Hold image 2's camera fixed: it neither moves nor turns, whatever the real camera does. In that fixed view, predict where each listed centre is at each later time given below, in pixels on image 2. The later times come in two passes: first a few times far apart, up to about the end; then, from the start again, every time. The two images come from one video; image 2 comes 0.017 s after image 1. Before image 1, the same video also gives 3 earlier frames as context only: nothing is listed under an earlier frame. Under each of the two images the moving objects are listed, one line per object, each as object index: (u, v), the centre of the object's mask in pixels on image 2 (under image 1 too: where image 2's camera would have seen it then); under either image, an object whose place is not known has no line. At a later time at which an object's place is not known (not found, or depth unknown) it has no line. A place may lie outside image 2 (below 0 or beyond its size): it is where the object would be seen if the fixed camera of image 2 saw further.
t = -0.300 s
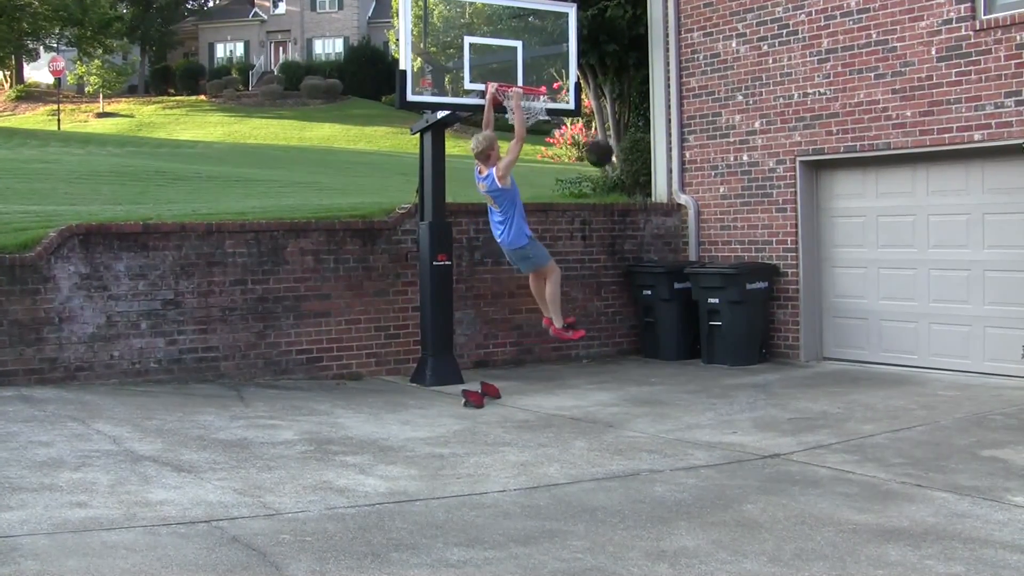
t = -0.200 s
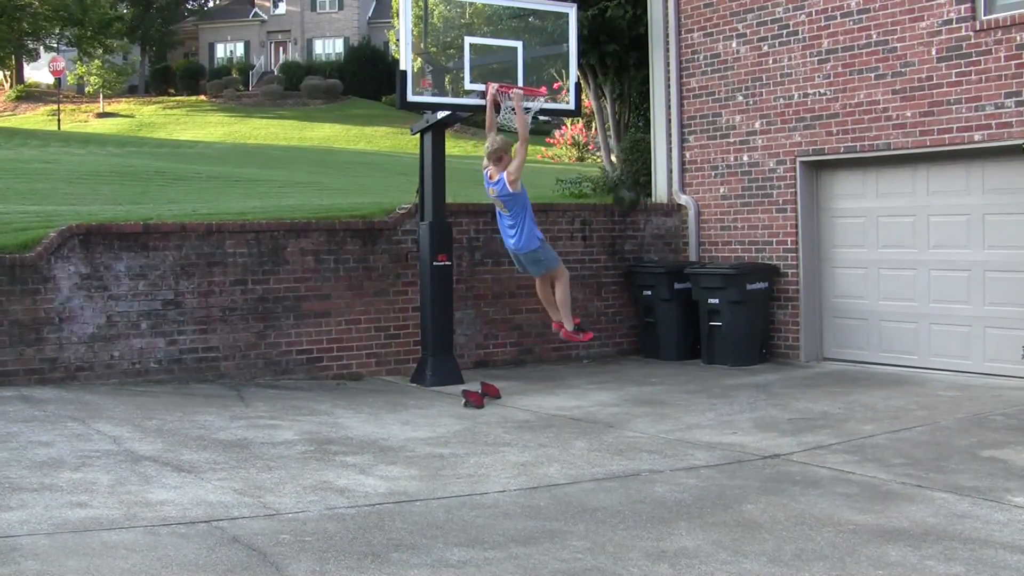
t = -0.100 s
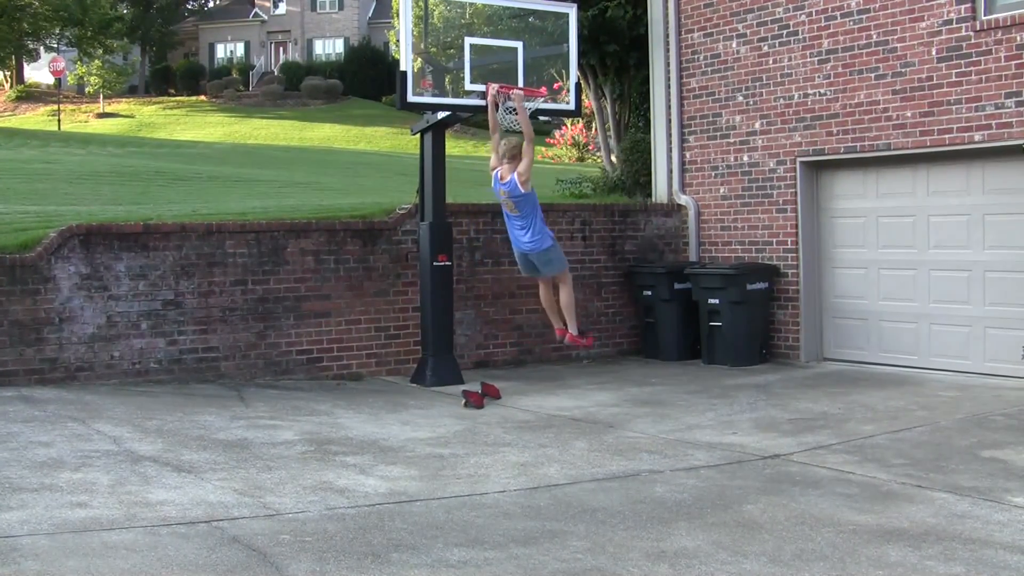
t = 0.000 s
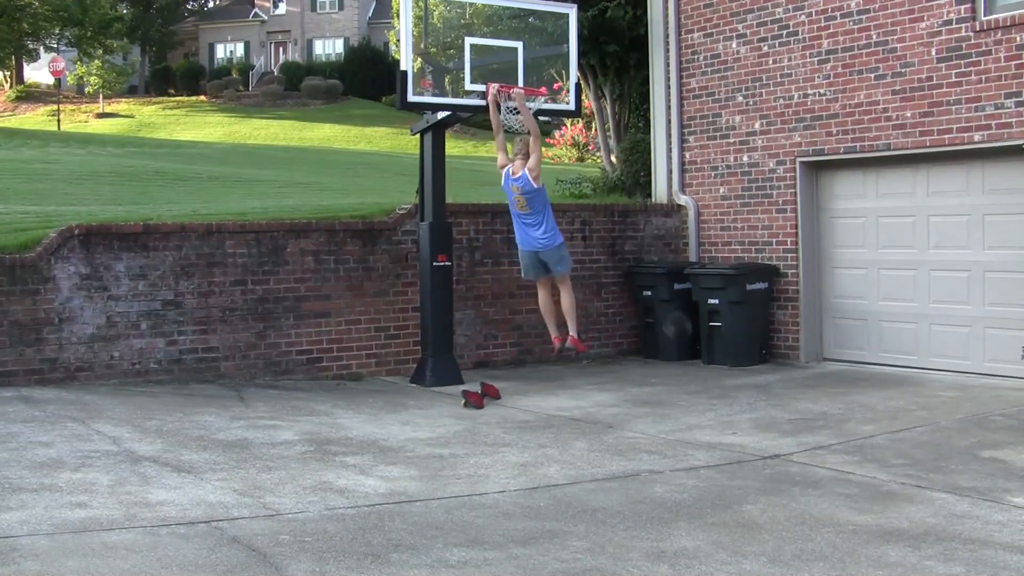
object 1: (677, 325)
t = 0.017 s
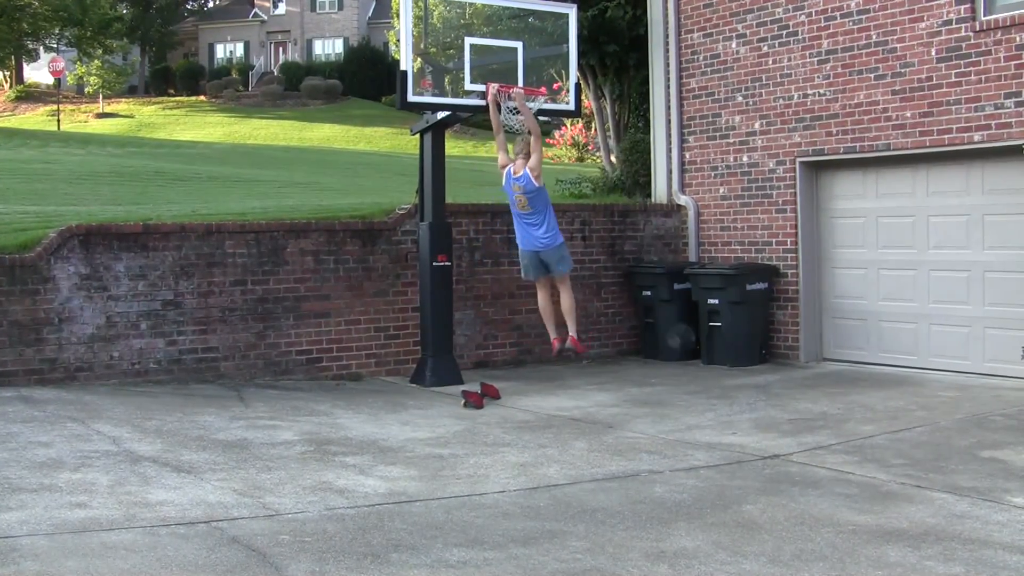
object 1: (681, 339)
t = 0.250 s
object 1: (716, 305)
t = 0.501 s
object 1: (747, 233)
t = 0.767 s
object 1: (781, 235)
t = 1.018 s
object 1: (813, 314)
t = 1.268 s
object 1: (842, 344)
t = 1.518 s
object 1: (868, 282)
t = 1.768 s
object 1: (894, 294)
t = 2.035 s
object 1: (923, 388)
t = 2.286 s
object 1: (944, 321)
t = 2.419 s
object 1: (955, 315)
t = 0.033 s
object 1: (685, 350)
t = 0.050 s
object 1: (689, 364)
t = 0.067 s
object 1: (693, 376)
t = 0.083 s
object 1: (697, 389)
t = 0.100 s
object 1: (699, 384)
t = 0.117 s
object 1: (701, 375)
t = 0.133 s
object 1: (702, 365)
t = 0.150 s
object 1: (703, 355)
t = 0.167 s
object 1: (703, 345)
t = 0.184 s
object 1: (704, 337)
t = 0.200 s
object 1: (708, 327)
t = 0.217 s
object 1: (711, 319)
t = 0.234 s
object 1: (714, 311)
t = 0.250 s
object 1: (716, 305)
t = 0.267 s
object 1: (718, 298)
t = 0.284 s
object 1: (721, 292)
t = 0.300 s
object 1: (723, 285)
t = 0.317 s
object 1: (725, 278)
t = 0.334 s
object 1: (723, 270)
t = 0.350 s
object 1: (730, 263)
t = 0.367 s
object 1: (730, 262)
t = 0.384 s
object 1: (733, 258)
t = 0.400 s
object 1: (735, 254)
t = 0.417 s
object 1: (737, 250)
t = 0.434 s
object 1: (739, 246)
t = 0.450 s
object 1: (741, 242)
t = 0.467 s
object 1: (743, 238)
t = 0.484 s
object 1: (745, 235)
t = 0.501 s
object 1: (747, 233)
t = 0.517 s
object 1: (749, 231)
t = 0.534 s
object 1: (751, 228)
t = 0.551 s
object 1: (754, 227)
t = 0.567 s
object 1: (756, 225)
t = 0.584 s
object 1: (758, 224)
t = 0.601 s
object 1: (760, 224)
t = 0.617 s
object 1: (762, 224)
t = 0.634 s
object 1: (764, 224)
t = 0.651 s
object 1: (766, 224)
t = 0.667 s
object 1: (768, 224)
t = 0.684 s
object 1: (770, 225)
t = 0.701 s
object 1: (772, 227)
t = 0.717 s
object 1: (774, 228)
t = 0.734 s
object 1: (776, 230)
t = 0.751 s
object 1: (779, 232)
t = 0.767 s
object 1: (781, 235)
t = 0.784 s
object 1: (783, 238)
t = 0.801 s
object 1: (785, 241)
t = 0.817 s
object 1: (787, 245)
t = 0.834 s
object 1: (789, 249)
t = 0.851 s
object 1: (791, 253)
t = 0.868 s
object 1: (793, 257)
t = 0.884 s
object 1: (795, 262)
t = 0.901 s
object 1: (798, 268)
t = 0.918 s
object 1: (800, 273)
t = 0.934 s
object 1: (802, 280)
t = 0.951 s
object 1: (804, 285)
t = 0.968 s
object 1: (807, 292)
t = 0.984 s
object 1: (809, 299)
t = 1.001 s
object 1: (811, 306)
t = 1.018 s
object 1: (813, 314)
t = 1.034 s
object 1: (815, 322)
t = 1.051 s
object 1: (817, 331)
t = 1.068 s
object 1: (819, 339)
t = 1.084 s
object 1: (821, 348)
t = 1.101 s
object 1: (823, 357)
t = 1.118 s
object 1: (825, 367)
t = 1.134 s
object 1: (827, 377)
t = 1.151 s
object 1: (829, 388)
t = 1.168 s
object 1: (831, 389)
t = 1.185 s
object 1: (833, 381)
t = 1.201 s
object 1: (835, 373)
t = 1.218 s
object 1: (837, 365)
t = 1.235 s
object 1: (838, 358)
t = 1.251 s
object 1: (840, 350)
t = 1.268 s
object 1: (842, 344)
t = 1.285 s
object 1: (844, 338)
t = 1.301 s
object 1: (845, 332)
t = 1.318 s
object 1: (847, 326)
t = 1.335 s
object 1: (849, 320)
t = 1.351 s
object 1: (850, 315)
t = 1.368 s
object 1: (852, 310)
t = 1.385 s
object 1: (854, 306)
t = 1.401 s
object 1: (855, 302)
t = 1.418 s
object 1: (857, 298)
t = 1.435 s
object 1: (859, 295)
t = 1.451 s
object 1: (861, 291)
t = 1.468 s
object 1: (863, 289)
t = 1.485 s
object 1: (864, 286)
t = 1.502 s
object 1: (866, 284)
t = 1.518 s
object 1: (868, 282)
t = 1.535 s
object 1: (870, 280)
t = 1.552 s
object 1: (871, 279)
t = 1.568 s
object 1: (873, 278)
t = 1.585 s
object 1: (875, 278)
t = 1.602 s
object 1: (877, 278)
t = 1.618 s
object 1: (878, 278)
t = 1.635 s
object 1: (880, 278)
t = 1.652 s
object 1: (882, 279)
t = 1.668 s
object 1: (884, 280)
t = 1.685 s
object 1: (886, 282)
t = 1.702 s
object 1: (887, 283)
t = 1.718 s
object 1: (889, 285)
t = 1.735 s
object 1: (891, 288)
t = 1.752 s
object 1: (893, 291)
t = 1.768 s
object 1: (894, 294)
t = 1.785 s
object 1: (896, 297)
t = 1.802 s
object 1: (898, 301)
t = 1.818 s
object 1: (900, 305)
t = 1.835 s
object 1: (901, 310)
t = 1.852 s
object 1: (903, 314)
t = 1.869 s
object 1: (905, 319)
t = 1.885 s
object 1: (907, 325)
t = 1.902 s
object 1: (908, 331)
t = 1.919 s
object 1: (910, 337)
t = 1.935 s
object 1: (912, 343)
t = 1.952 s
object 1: (914, 350)
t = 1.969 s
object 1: (916, 357)
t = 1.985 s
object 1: (917, 365)
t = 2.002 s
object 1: (919, 373)
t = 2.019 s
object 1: (921, 381)
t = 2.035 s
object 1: (923, 388)
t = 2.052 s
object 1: (924, 383)
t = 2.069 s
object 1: (926, 377)
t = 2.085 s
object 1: (927, 371)
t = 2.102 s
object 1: (928, 365)
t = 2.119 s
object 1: (930, 359)
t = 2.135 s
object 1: (931, 354)
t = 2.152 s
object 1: (933, 349)
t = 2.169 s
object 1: (934, 344)
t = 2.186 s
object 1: (935, 340)
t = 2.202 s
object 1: (937, 336)
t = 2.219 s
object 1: (938, 333)
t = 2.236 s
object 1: (940, 329)
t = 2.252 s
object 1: (941, 326)
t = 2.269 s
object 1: (942, 324)
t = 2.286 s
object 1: (944, 321)
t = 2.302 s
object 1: (945, 319)
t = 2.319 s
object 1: (947, 318)
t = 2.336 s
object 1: (948, 316)
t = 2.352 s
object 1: (950, 315)
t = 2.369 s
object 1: (951, 315)
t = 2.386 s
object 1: (952, 314)
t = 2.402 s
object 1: (954, 314)
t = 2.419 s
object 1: (955, 315)
